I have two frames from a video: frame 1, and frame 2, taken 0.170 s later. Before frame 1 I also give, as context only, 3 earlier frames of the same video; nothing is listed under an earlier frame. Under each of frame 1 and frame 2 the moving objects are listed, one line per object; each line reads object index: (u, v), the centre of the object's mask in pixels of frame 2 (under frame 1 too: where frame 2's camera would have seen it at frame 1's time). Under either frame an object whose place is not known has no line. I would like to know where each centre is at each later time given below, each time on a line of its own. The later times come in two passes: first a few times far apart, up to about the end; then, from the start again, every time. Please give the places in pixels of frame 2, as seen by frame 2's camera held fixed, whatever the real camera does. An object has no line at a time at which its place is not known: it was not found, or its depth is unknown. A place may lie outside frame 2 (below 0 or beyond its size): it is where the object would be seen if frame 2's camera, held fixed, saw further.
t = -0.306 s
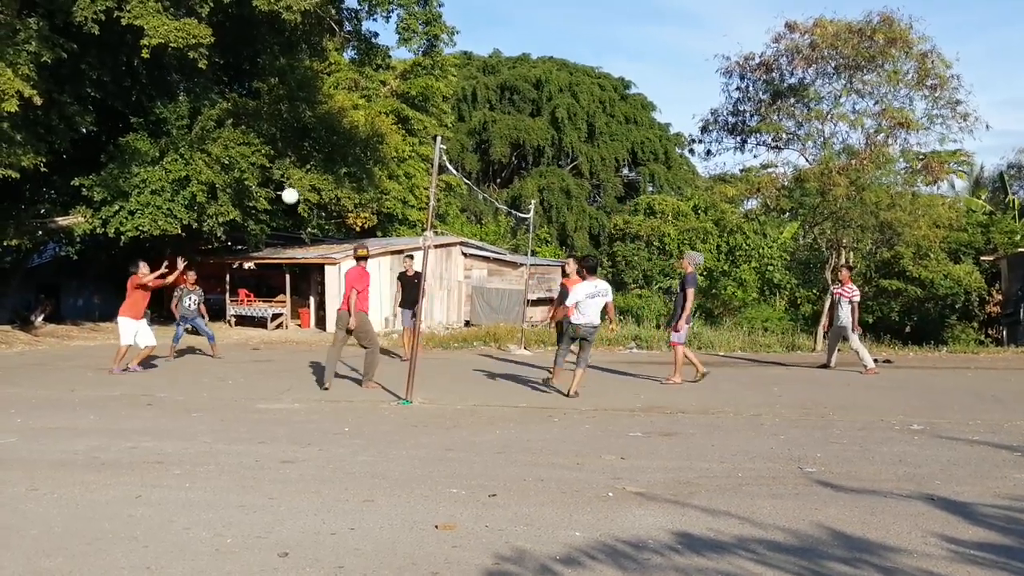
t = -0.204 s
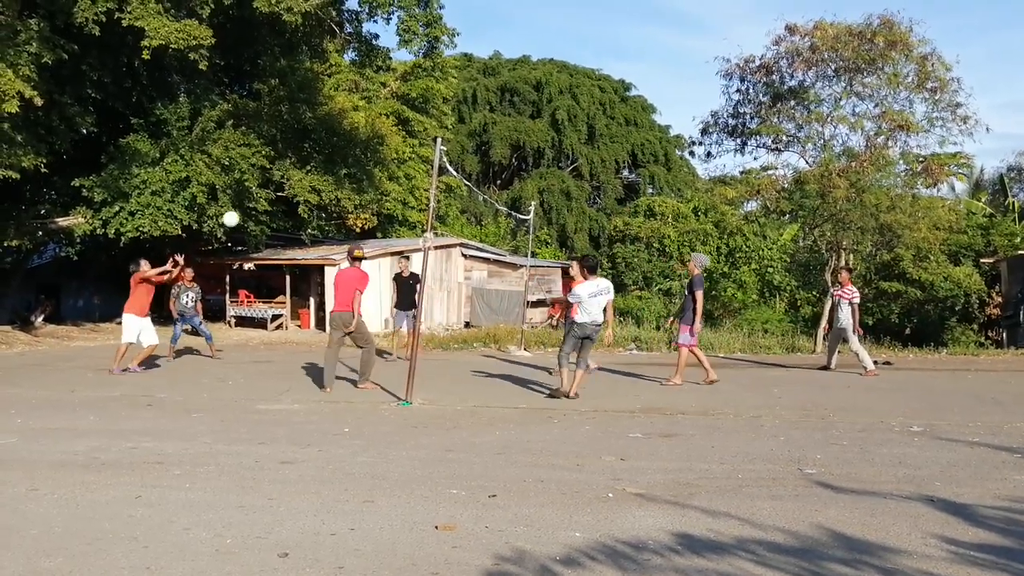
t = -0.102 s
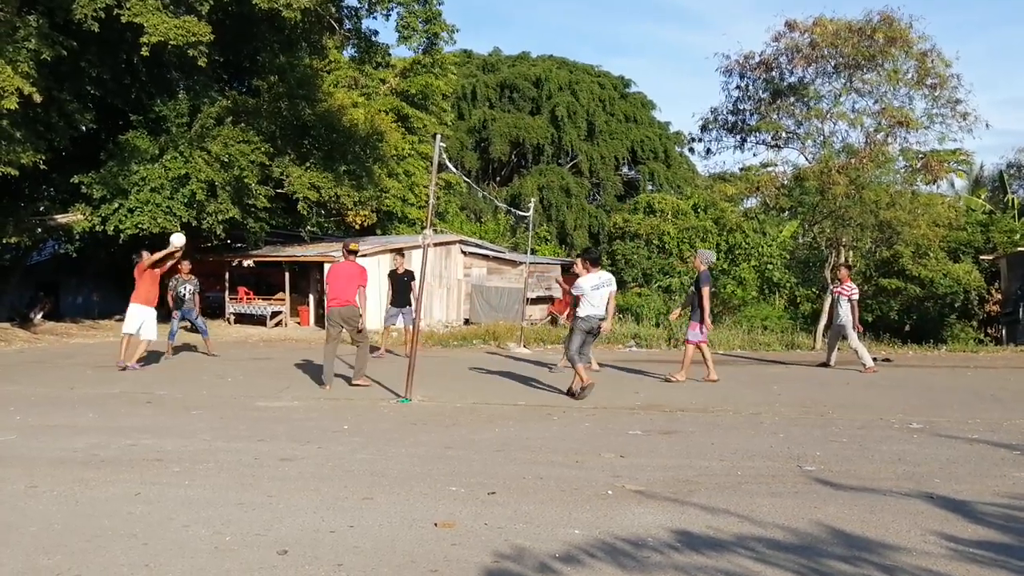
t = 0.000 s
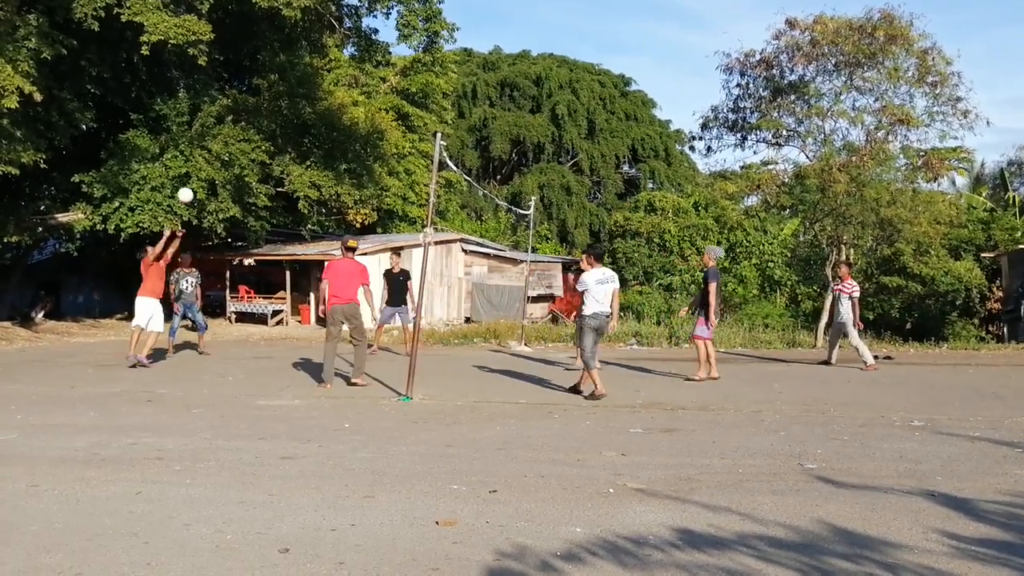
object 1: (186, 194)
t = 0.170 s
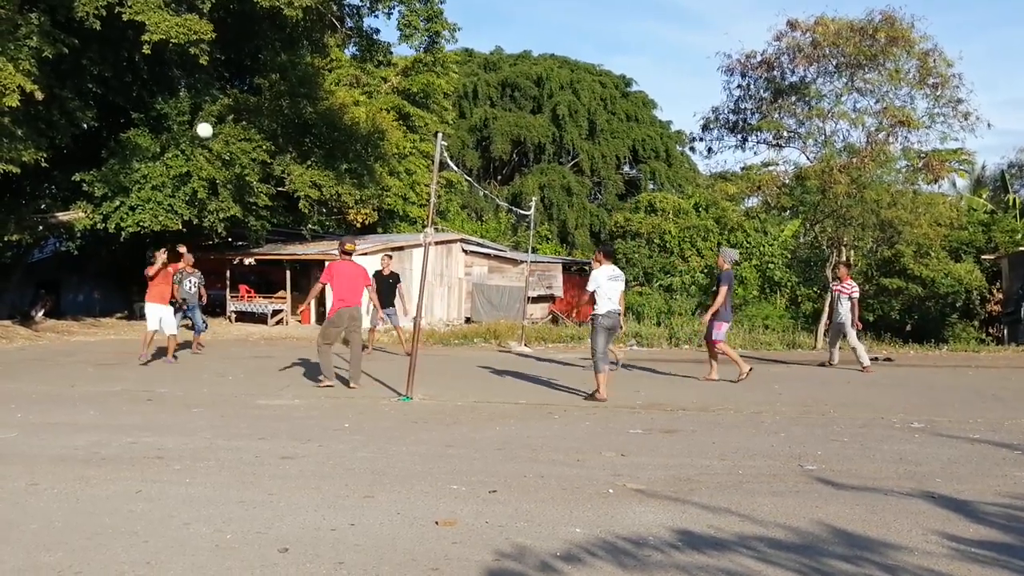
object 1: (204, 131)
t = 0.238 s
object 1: (212, 110)
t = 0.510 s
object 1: (242, 62)
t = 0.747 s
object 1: (268, 63)
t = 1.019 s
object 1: (298, 118)
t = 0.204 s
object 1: (208, 120)
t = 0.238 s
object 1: (212, 110)
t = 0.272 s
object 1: (216, 102)
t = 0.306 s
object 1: (220, 94)
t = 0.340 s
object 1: (223, 86)
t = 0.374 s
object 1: (227, 80)
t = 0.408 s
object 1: (230, 74)
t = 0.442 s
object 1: (234, 69)
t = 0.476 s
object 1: (238, 65)
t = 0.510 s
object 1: (242, 62)
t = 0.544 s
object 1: (245, 60)
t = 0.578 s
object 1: (249, 58)
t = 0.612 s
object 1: (253, 57)
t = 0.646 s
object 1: (257, 58)
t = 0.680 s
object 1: (261, 59)
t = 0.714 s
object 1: (264, 61)
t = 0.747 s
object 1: (268, 63)
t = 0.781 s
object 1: (272, 67)
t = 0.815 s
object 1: (275, 71)
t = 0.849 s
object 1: (279, 77)
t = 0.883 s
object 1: (283, 83)
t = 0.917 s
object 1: (287, 91)
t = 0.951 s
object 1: (290, 99)
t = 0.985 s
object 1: (294, 108)
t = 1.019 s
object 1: (298, 118)
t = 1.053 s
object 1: (301, 130)
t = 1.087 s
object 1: (305, 141)
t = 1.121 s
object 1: (309, 155)
